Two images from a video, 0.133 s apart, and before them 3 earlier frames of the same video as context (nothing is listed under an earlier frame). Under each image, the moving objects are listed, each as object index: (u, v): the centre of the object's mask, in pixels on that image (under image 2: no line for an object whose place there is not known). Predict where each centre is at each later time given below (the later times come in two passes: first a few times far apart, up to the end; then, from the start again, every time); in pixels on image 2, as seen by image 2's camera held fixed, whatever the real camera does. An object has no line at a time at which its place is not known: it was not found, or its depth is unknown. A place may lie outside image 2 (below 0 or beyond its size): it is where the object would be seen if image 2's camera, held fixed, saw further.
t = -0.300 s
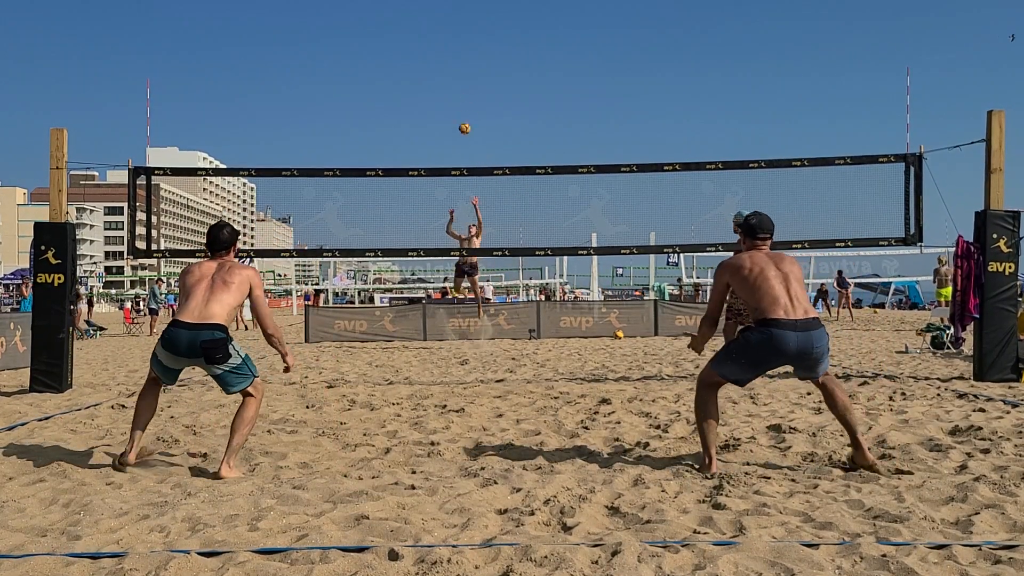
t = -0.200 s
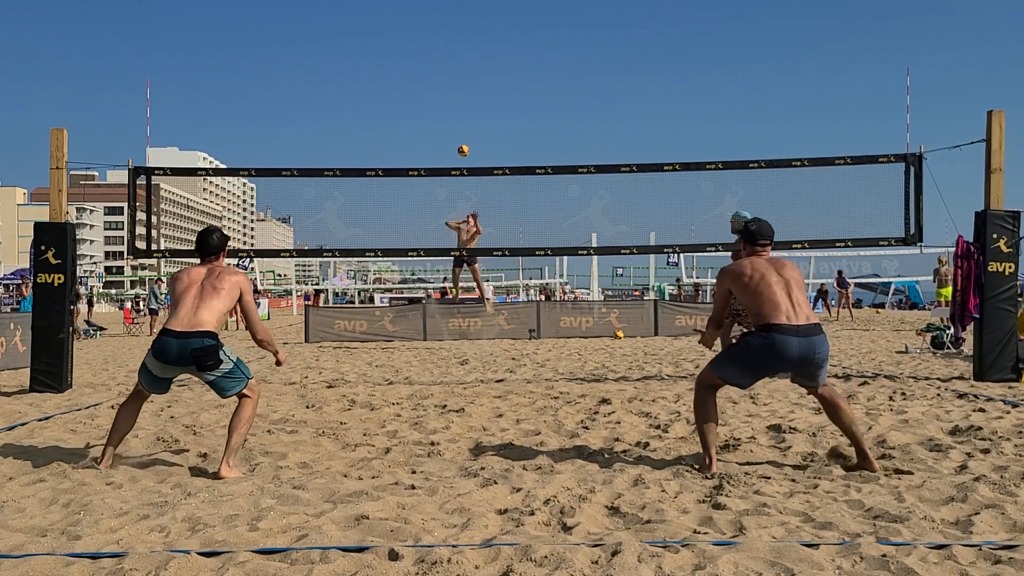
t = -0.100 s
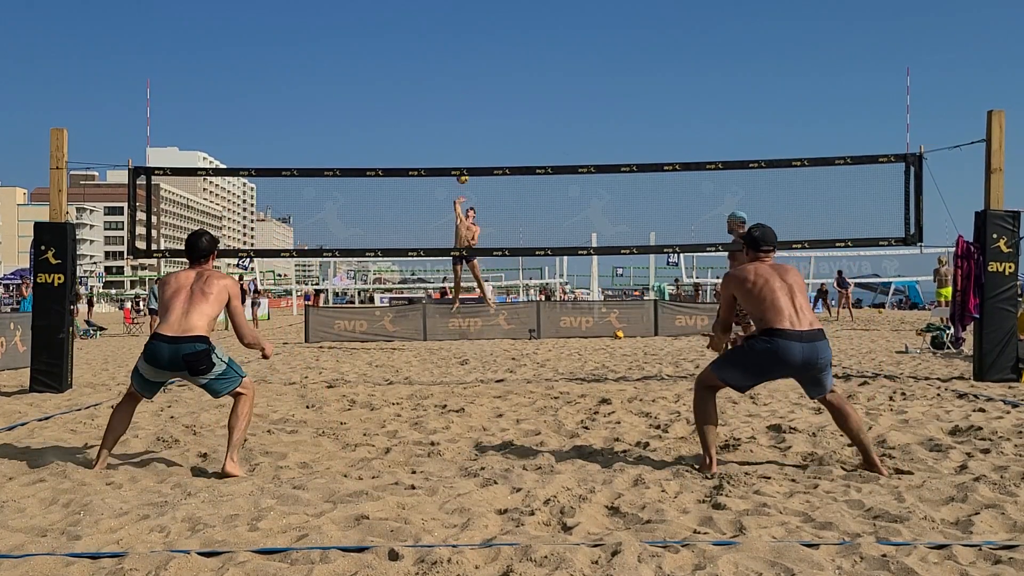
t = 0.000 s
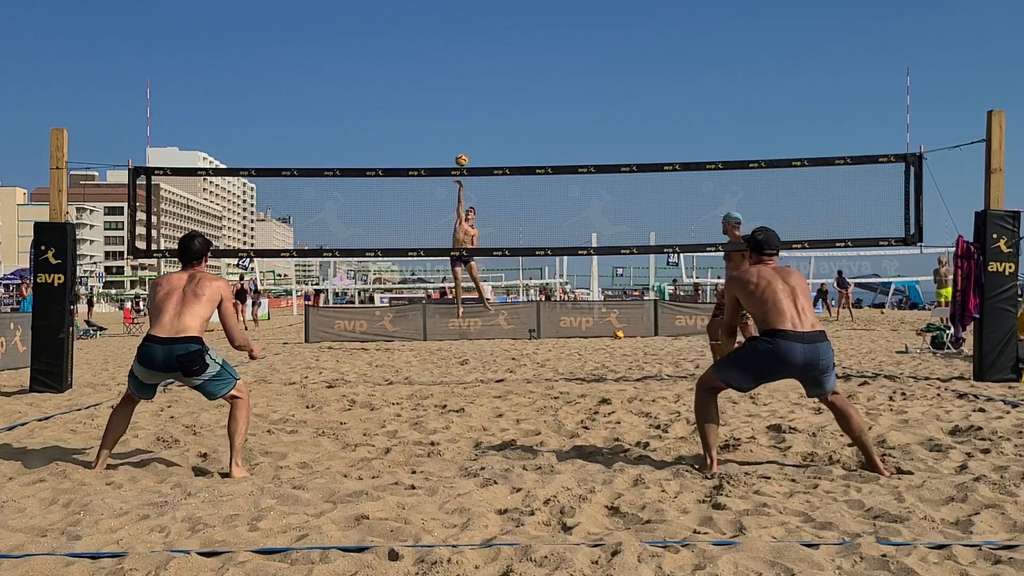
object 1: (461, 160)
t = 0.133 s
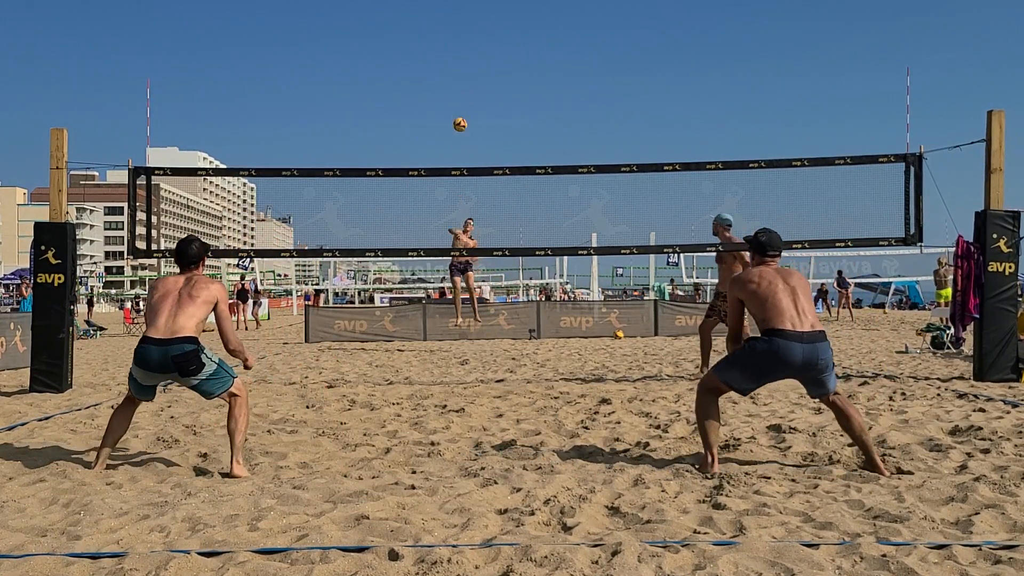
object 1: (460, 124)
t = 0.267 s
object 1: (458, 98)
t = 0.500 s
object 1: (456, 83)
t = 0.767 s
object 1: (454, 153)
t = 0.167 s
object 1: (459, 117)
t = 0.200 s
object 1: (459, 110)
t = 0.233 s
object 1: (459, 103)
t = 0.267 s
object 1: (458, 98)
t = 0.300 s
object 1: (458, 93)
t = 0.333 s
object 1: (458, 89)
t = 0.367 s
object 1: (458, 85)
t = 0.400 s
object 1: (457, 83)
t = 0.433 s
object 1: (457, 82)
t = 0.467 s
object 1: (456, 82)
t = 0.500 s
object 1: (456, 83)
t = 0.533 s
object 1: (456, 86)
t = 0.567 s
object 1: (456, 89)
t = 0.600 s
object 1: (455, 95)
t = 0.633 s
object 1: (455, 102)
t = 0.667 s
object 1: (455, 112)
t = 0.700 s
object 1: (454, 123)
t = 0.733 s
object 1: (454, 136)
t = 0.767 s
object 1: (454, 153)
